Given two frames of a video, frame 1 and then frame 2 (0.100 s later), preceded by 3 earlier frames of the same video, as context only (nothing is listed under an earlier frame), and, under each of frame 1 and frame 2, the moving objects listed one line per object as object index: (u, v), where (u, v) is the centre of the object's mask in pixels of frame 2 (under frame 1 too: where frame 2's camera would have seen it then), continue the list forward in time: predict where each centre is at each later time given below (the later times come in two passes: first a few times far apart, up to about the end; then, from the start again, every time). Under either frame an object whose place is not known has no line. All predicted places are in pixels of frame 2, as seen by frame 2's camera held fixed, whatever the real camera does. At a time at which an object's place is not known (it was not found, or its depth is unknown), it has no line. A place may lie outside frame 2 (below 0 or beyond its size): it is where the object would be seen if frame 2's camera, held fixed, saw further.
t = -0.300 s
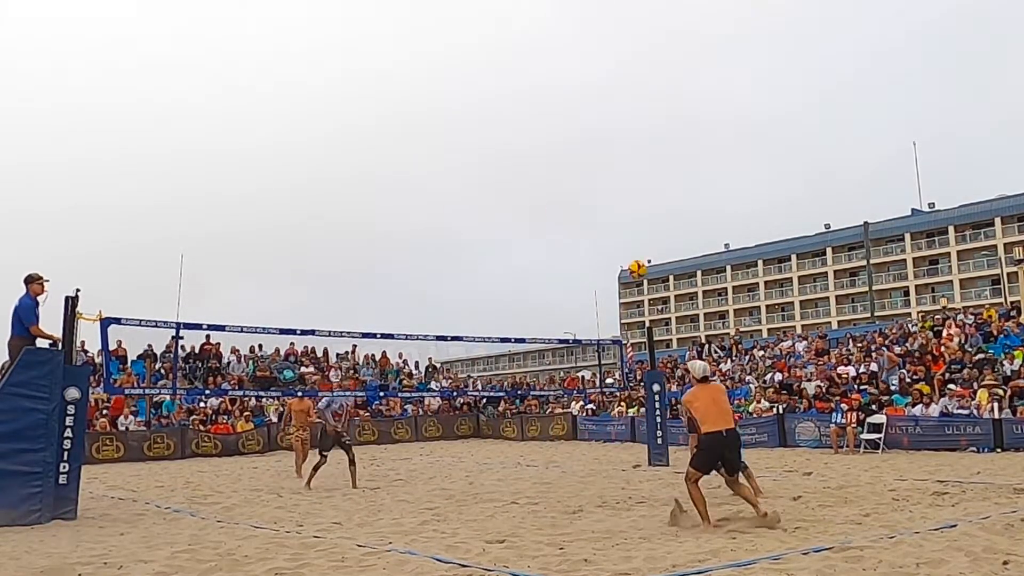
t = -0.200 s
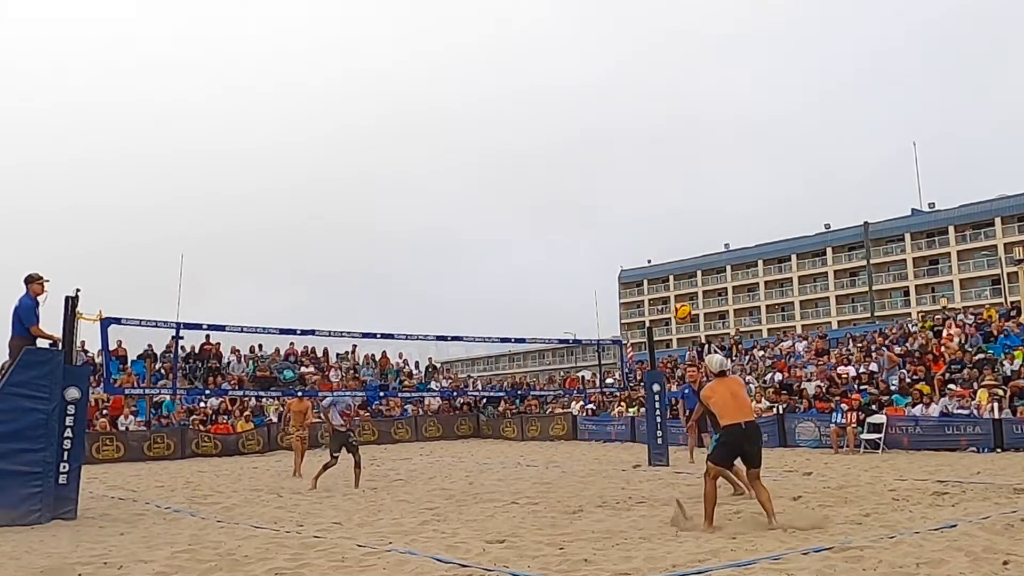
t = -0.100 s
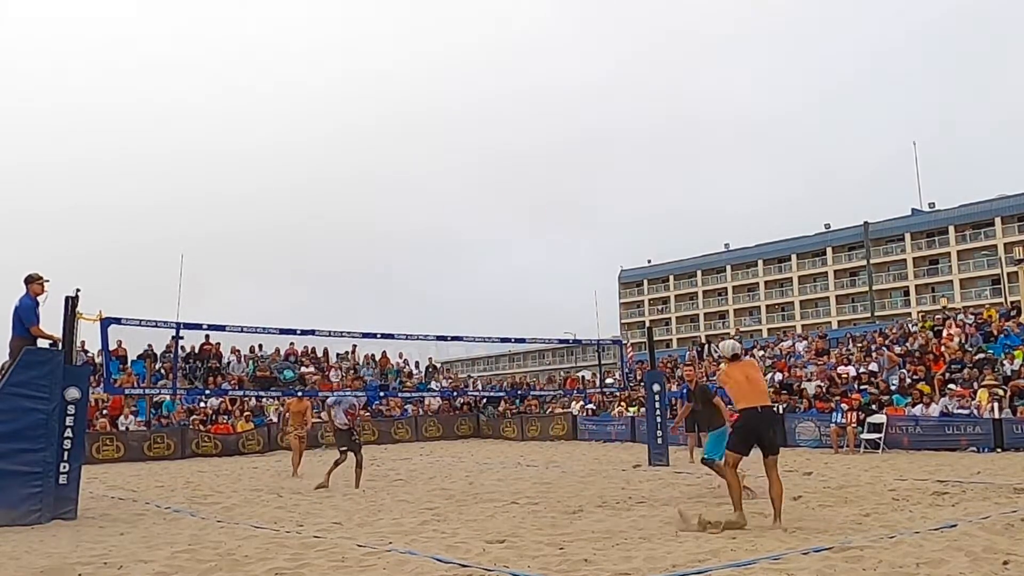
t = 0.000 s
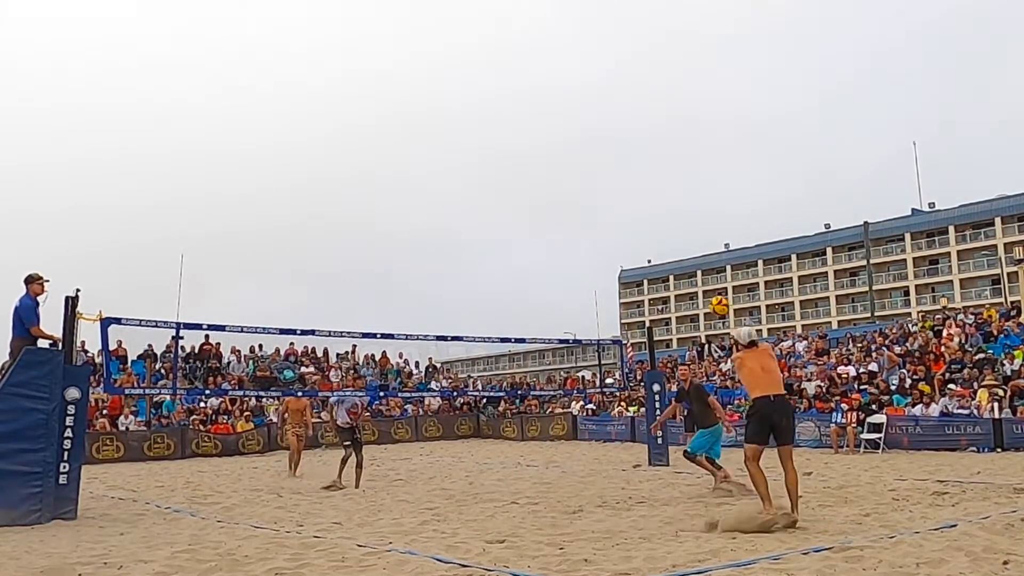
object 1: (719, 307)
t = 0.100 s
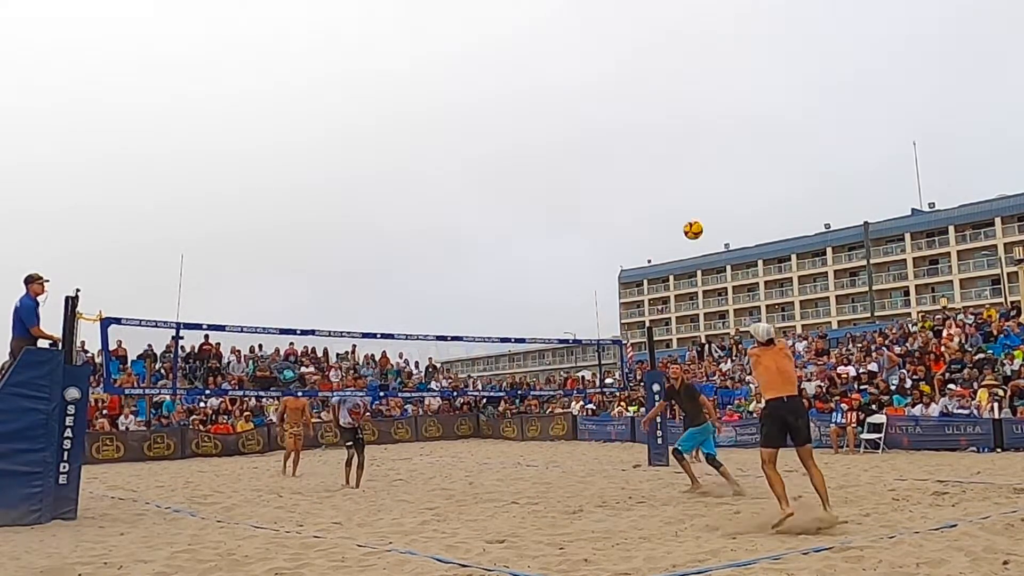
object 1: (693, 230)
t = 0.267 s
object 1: (654, 137)
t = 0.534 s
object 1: (604, 57)
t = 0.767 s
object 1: (570, 39)
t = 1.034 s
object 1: (540, 68)
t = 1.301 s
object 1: (516, 139)
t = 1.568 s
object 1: (497, 248)
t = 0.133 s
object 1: (685, 209)
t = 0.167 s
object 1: (676, 189)
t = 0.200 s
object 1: (669, 170)
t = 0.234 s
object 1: (661, 152)
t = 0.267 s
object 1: (654, 137)
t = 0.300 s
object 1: (647, 123)
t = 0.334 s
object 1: (640, 110)
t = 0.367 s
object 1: (634, 98)
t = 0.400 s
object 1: (627, 87)
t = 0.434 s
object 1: (621, 78)
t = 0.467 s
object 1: (615, 70)
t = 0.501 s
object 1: (609, 63)
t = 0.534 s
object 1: (604, 57)
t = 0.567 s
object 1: (598, 51)
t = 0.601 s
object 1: (593, 47)
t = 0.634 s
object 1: (588, 44)
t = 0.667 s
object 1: (584, 41)
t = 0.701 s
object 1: (579, 40)
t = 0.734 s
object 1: (575, 39)
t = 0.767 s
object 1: (570, 39)
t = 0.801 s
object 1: (566, 40)
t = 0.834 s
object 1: (562, 42)
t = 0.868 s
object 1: (558, 45)
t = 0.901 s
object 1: (554, 48)
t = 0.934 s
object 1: (550, 52)
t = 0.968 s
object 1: (547, 56)
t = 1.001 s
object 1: (543, 62)
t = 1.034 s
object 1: (540, 68)
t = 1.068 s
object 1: (537, 74)
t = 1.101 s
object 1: (533, 82)
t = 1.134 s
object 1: (530, 90)
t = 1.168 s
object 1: (527, 98)
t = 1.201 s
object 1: (524, 107)
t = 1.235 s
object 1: (521, 117)
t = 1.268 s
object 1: (519, 128)
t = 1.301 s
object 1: (516, 139)
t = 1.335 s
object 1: (513, 151)
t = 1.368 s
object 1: (511, 163)
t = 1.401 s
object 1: (508, 176)
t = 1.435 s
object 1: (506, 189)
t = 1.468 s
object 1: (503, 204)
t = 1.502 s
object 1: (502, 218)
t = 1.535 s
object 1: (499, 233)
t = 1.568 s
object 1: (497, 248)
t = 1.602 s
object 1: (495, 264)
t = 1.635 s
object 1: (494, 281)
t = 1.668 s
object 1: (492, 298)
